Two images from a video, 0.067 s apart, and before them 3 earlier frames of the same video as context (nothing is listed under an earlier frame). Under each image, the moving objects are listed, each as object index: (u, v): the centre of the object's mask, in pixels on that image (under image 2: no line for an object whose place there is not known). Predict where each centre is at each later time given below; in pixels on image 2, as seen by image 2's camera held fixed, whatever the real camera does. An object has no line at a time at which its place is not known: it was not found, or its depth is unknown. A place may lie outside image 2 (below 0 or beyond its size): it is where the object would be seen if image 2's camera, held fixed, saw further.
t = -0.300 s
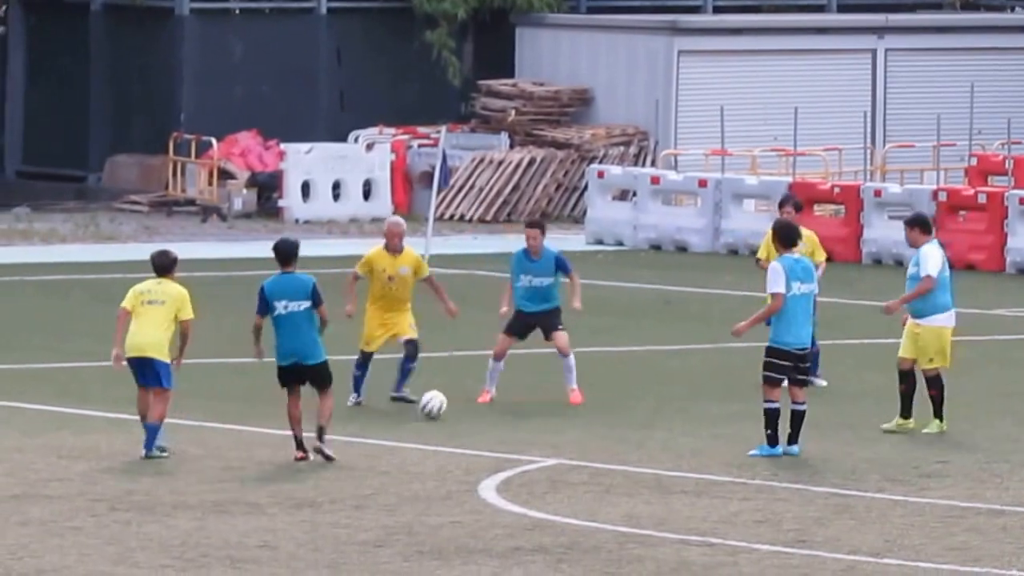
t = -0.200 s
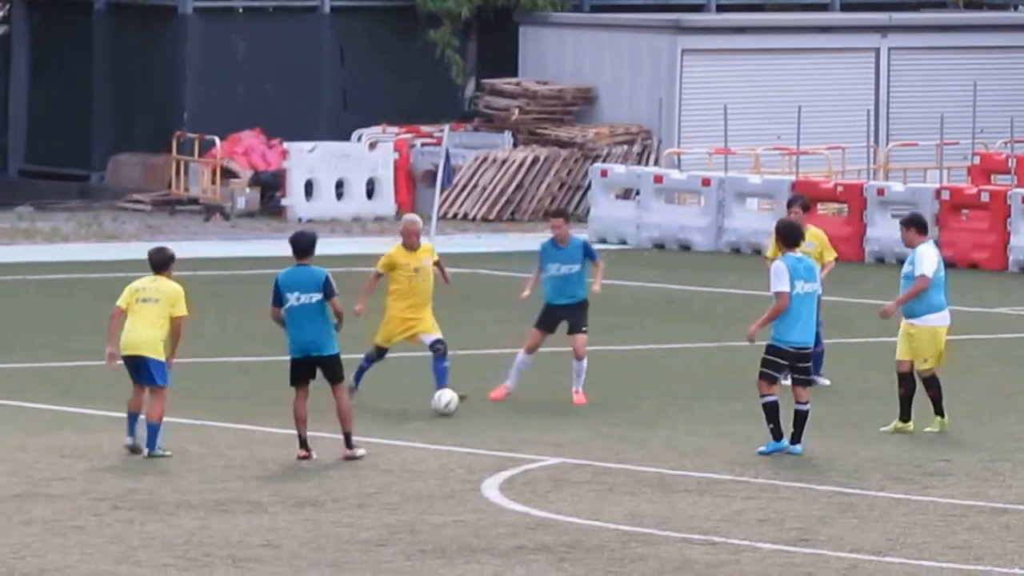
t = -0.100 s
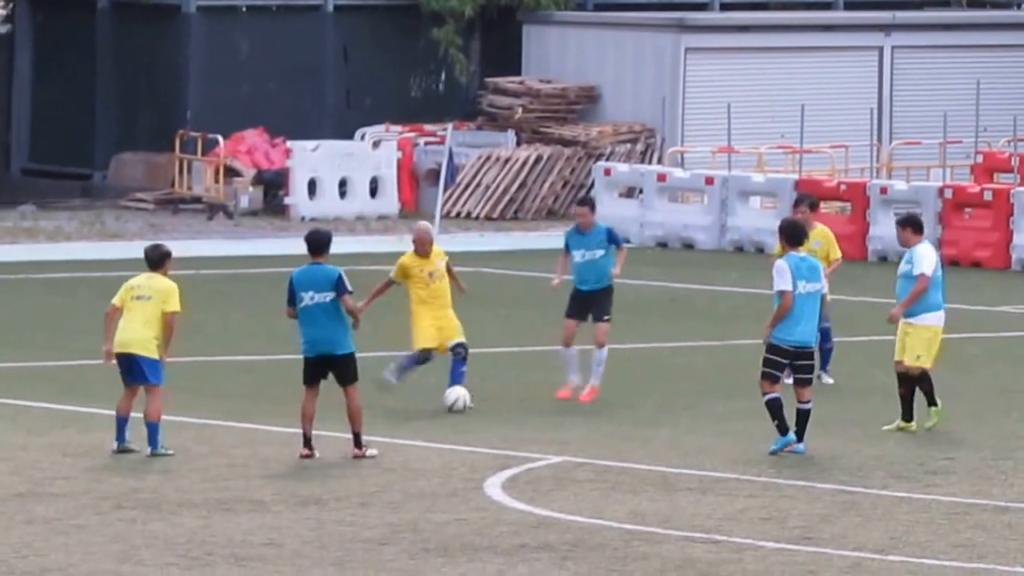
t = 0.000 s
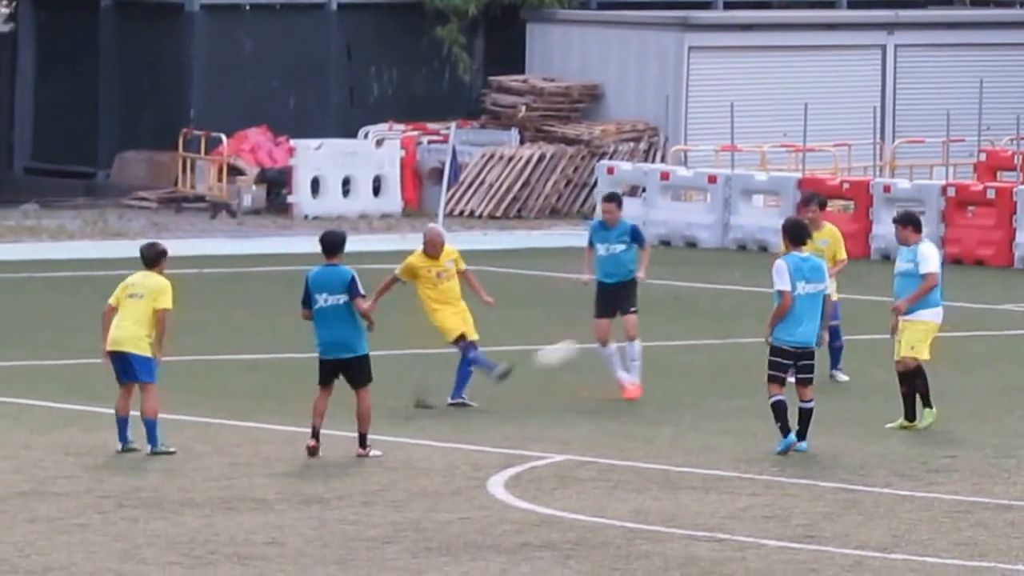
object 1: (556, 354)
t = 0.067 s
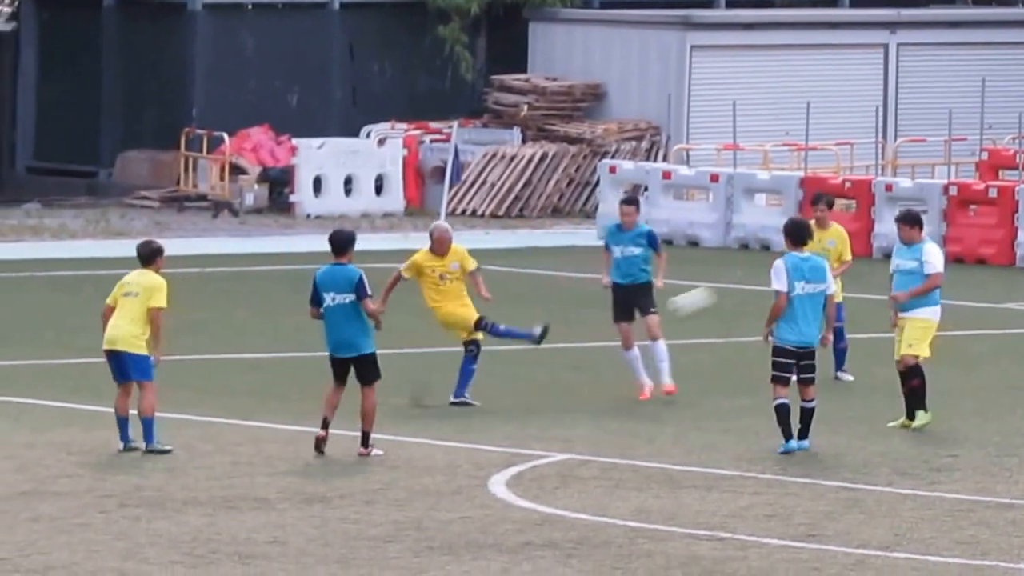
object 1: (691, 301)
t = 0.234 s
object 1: (1026, 190)
